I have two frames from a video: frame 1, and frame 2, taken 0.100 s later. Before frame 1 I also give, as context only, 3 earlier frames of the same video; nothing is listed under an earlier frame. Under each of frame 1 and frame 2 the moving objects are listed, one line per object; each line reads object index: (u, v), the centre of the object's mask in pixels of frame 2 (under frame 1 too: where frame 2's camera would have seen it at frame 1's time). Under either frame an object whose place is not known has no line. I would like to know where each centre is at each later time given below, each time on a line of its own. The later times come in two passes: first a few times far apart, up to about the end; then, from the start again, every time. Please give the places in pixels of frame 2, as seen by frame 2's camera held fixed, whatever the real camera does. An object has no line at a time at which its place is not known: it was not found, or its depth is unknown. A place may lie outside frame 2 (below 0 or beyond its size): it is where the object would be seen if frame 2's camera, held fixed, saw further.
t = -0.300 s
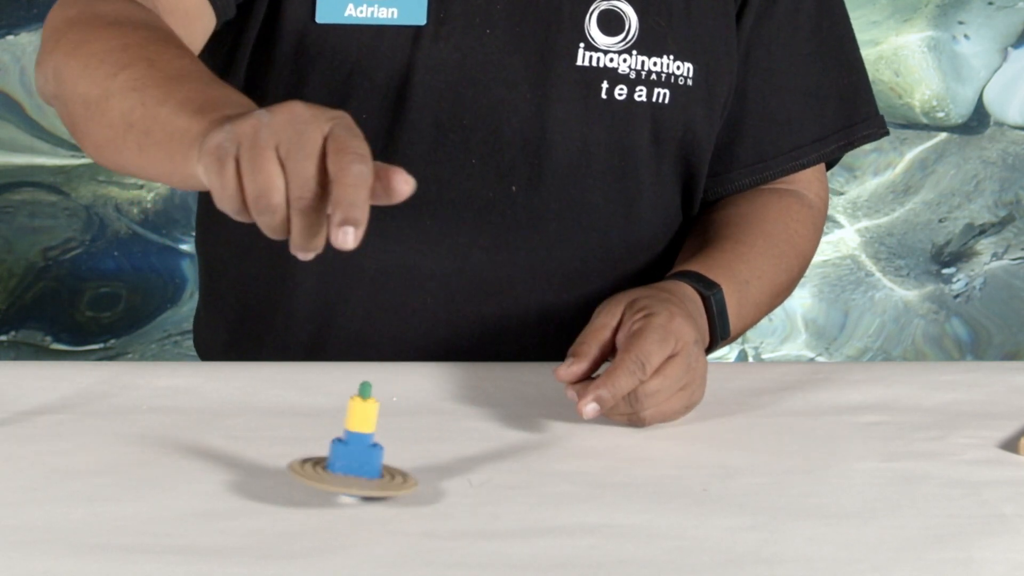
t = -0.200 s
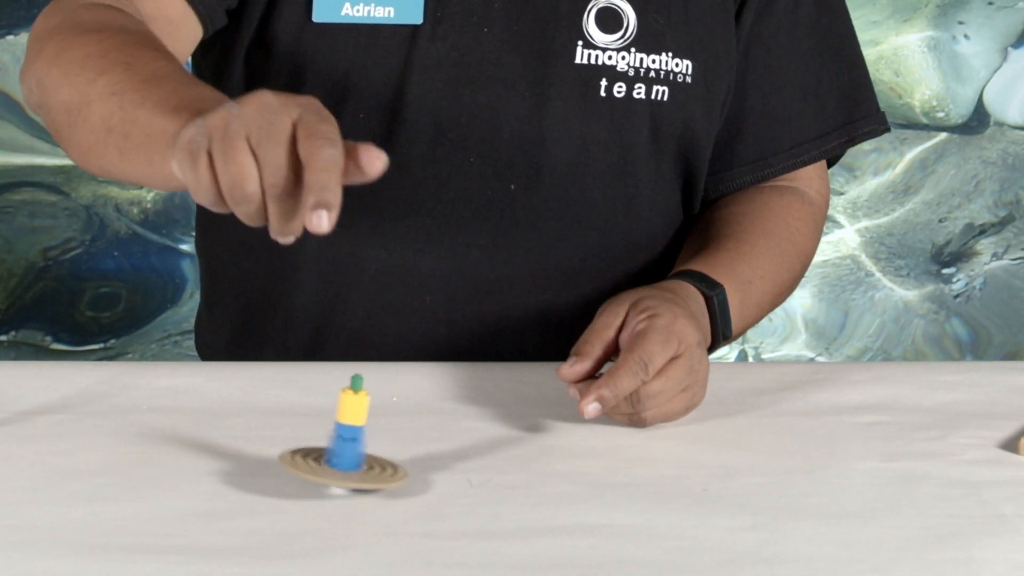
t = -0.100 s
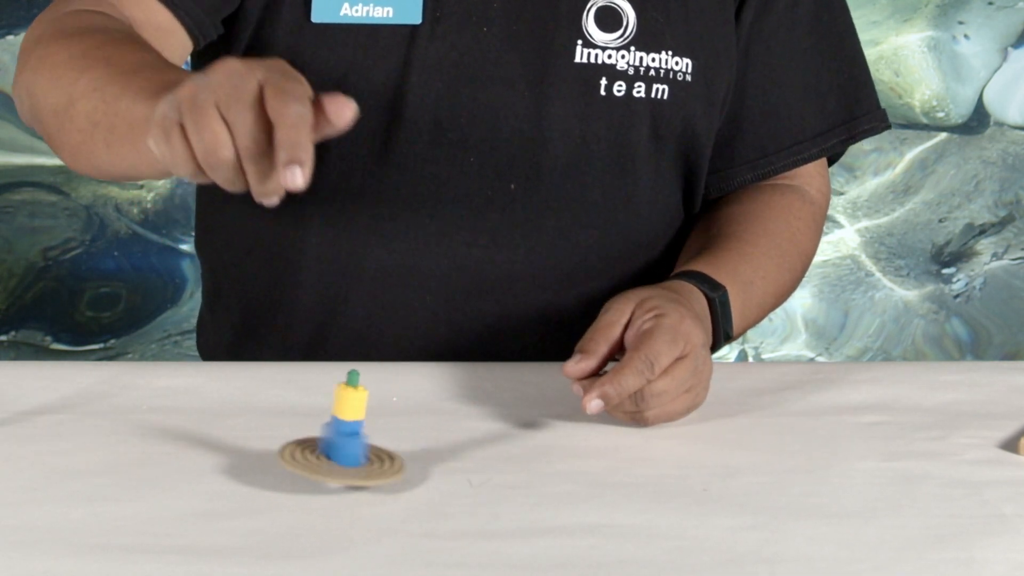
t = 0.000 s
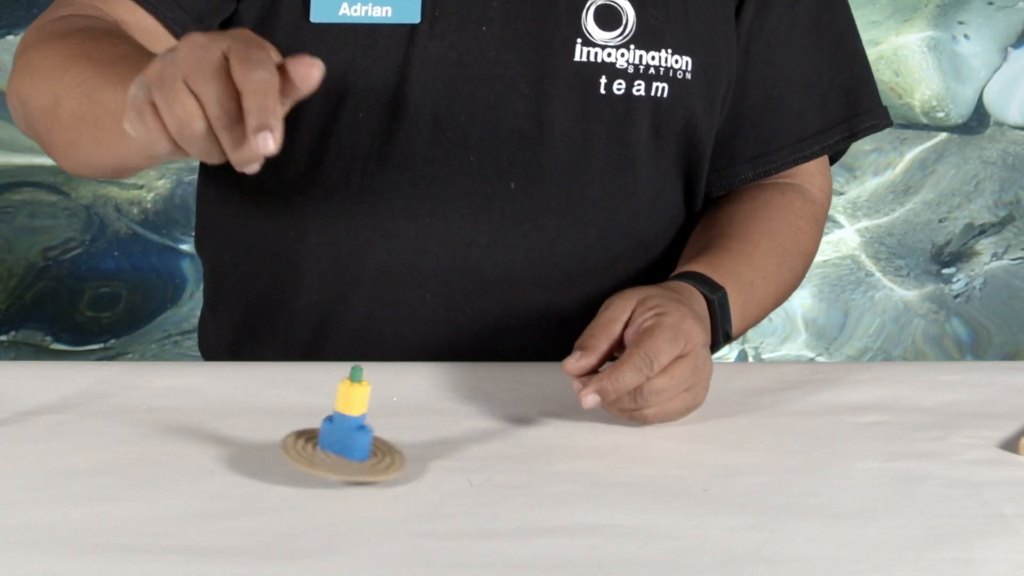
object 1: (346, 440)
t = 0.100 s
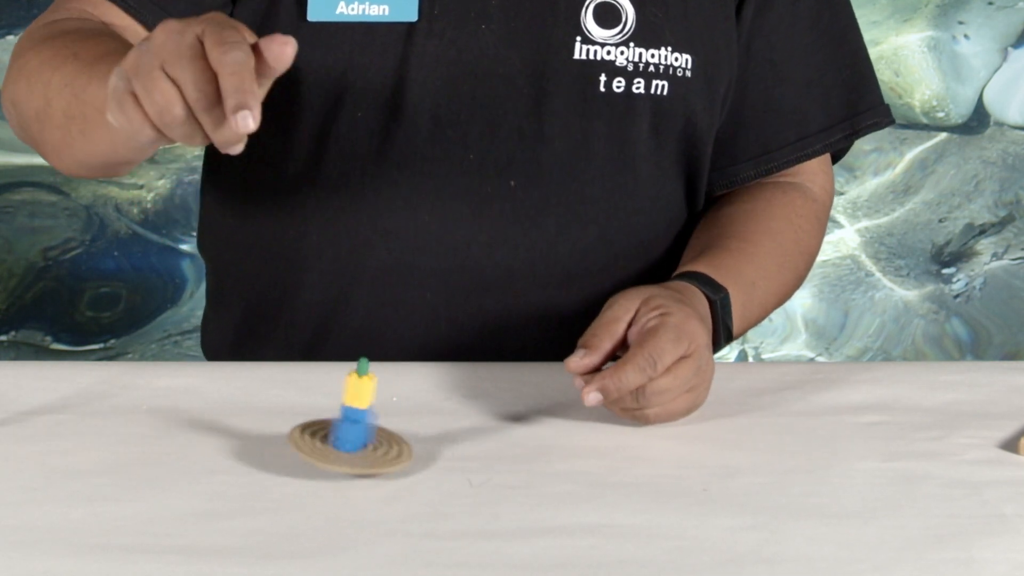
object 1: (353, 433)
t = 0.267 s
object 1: (371, 426)
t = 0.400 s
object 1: (390, 421)
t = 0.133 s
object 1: (356, 431)
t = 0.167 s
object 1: (359, 429)
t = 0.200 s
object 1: (362, 428)
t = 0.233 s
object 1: (366, 427)
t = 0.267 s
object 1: (371, 426)
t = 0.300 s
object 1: (375, 423)
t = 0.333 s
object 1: (380, 422)
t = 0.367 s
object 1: (385, 422)
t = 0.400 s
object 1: (390, 421)
